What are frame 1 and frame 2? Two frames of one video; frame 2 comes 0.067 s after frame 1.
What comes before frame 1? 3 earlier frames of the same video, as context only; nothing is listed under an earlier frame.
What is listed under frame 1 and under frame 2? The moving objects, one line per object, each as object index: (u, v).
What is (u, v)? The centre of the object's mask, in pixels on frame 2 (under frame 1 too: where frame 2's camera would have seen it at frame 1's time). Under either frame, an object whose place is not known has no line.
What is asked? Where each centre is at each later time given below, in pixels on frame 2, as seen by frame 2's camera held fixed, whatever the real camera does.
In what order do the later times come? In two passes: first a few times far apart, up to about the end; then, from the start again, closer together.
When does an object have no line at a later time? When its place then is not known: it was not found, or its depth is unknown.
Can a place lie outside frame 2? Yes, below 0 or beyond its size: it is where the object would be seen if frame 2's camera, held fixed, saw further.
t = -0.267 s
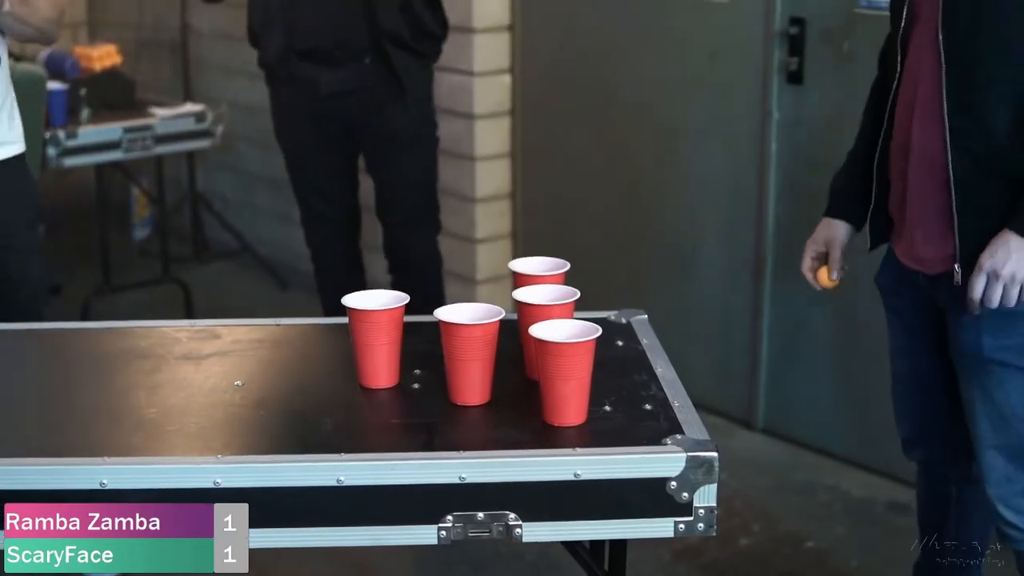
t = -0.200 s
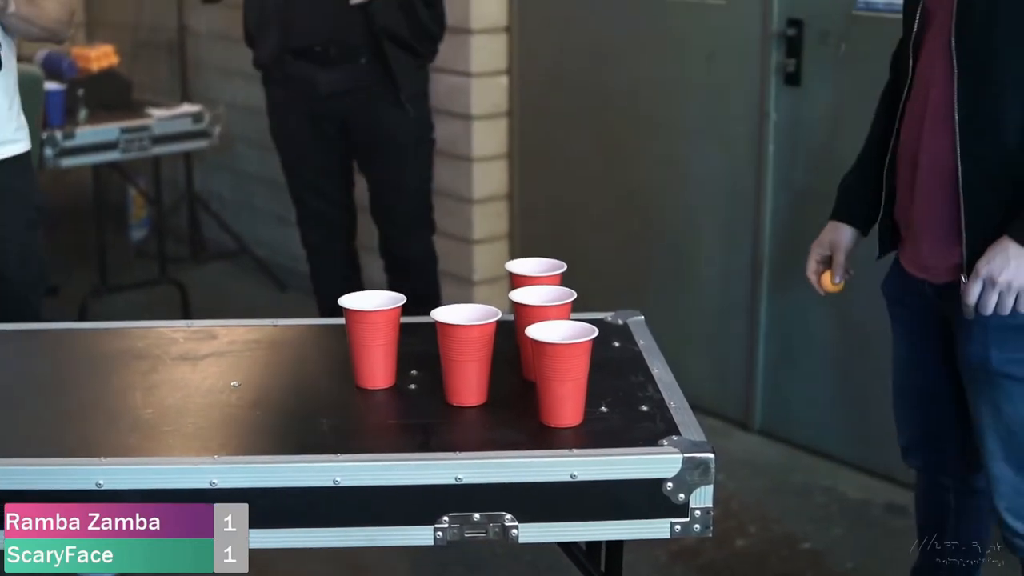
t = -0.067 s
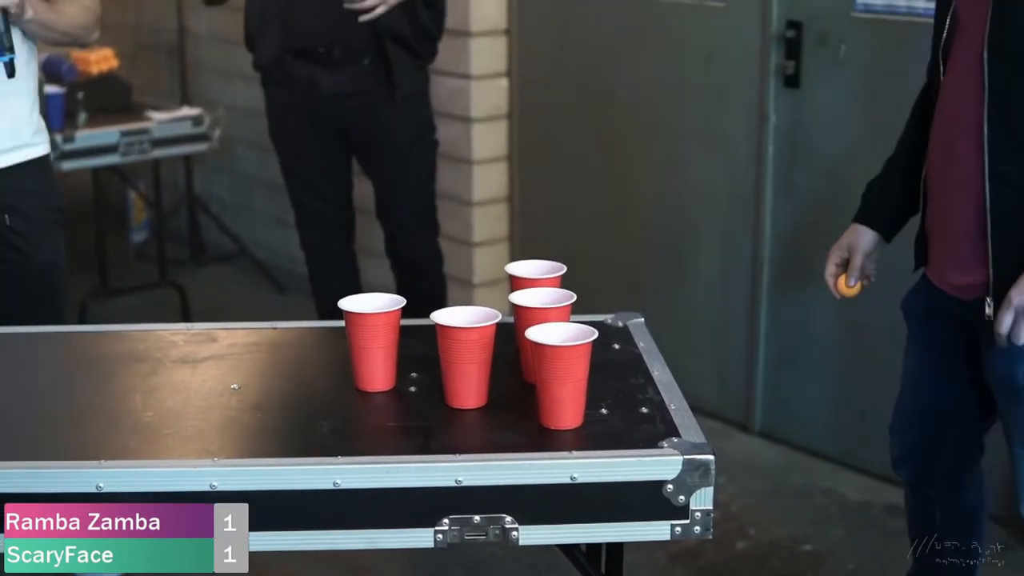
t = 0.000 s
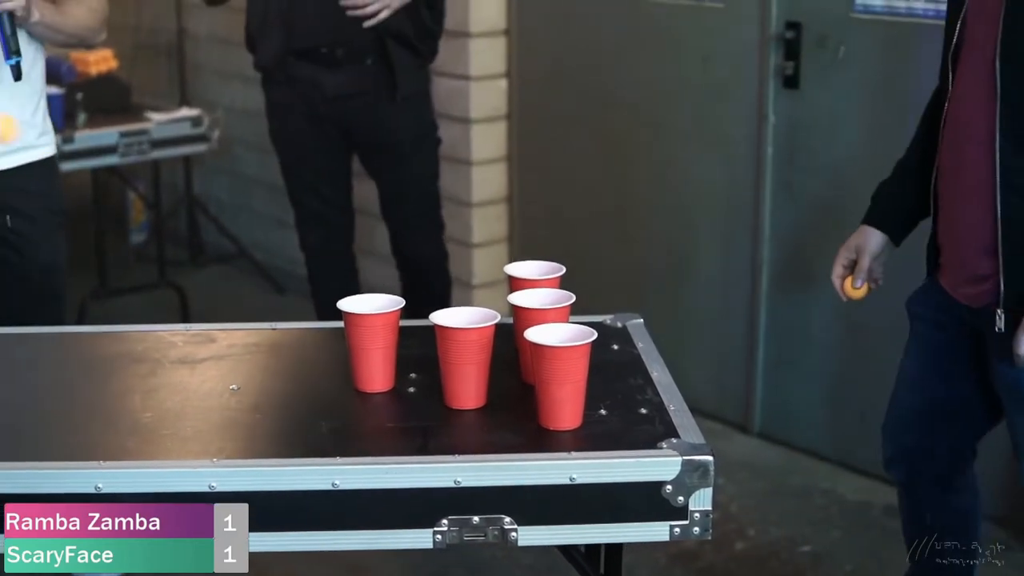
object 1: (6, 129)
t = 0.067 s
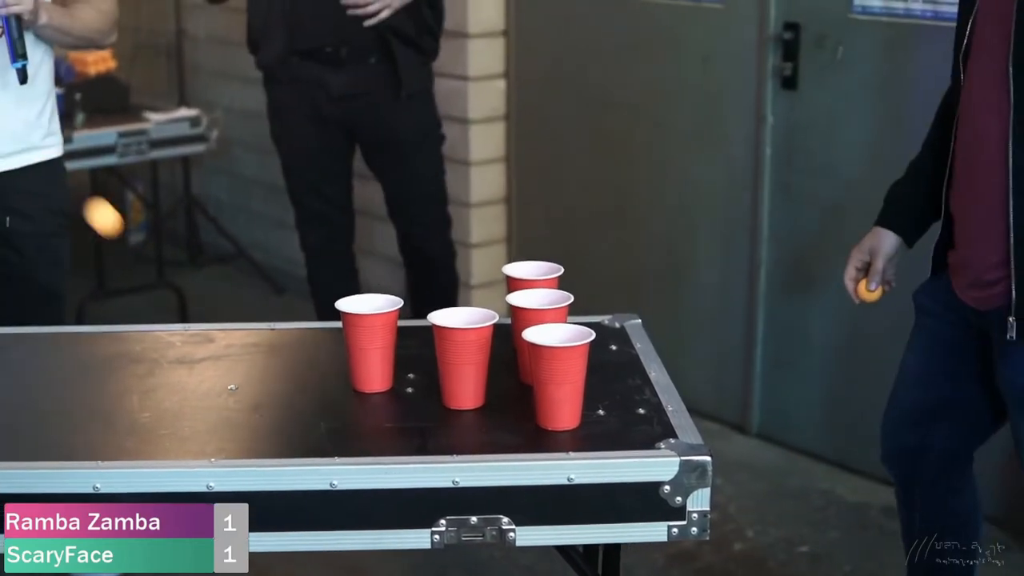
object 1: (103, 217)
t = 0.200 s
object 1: (277, 329)
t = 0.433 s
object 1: (459, 200)
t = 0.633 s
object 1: (612, 379)
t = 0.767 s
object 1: (719, 279)
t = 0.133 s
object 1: (205, 334)
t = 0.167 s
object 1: (251, 378)
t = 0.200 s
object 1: (277, 329)
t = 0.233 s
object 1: (301, 288)
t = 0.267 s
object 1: (326, 251)
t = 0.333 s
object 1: (379, 208)
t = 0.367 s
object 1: (405, 196)
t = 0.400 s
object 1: (432, 193)
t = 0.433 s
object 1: (459, 200)
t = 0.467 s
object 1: (484, 212)
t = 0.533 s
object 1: (536, 262)
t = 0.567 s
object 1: (561, 301)
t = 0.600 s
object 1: (595, 342)
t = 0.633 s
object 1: (612, 379)
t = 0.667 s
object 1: (638, 343)
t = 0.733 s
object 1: (693, 293)
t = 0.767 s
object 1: (719, 279)
